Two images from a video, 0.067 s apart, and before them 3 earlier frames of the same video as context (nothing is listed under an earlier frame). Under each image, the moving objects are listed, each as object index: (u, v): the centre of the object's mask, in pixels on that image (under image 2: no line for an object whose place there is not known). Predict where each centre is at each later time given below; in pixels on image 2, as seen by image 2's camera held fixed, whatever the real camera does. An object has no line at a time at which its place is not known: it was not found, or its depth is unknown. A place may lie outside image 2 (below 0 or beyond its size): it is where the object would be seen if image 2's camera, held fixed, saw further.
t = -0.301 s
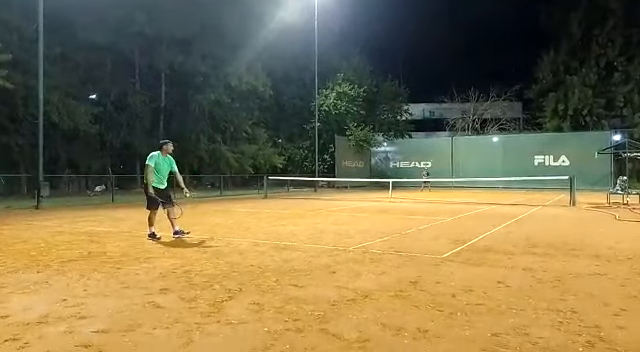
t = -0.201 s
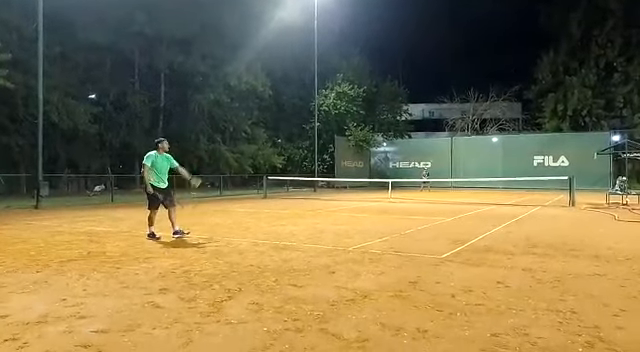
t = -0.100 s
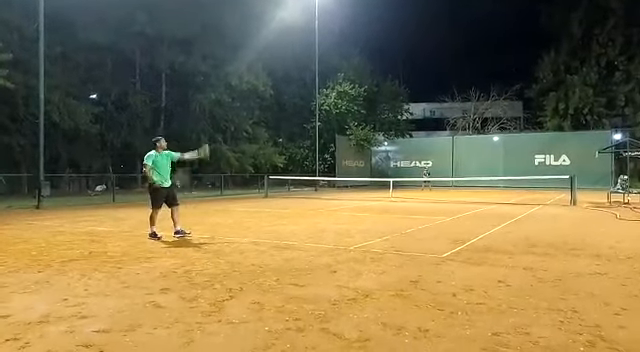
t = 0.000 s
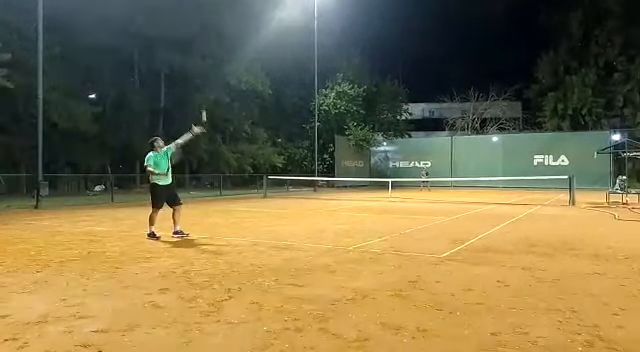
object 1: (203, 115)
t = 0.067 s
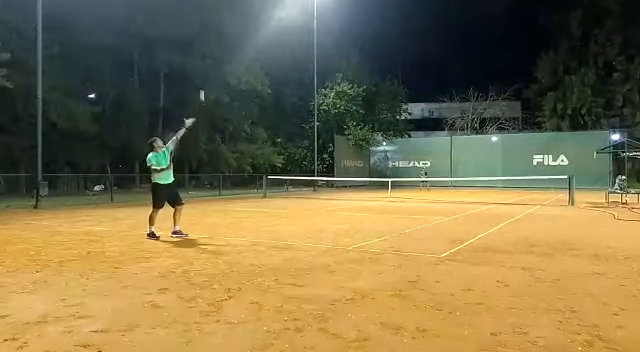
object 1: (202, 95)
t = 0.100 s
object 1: (201, 86)
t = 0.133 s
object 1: (200, 77)
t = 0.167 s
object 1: (200, 69)
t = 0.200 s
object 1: (199, 62)
